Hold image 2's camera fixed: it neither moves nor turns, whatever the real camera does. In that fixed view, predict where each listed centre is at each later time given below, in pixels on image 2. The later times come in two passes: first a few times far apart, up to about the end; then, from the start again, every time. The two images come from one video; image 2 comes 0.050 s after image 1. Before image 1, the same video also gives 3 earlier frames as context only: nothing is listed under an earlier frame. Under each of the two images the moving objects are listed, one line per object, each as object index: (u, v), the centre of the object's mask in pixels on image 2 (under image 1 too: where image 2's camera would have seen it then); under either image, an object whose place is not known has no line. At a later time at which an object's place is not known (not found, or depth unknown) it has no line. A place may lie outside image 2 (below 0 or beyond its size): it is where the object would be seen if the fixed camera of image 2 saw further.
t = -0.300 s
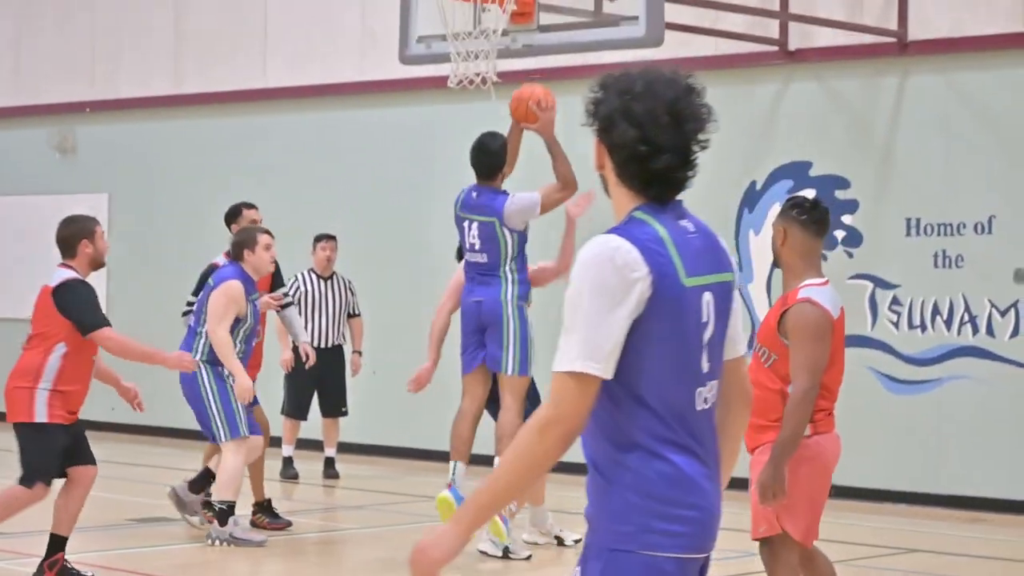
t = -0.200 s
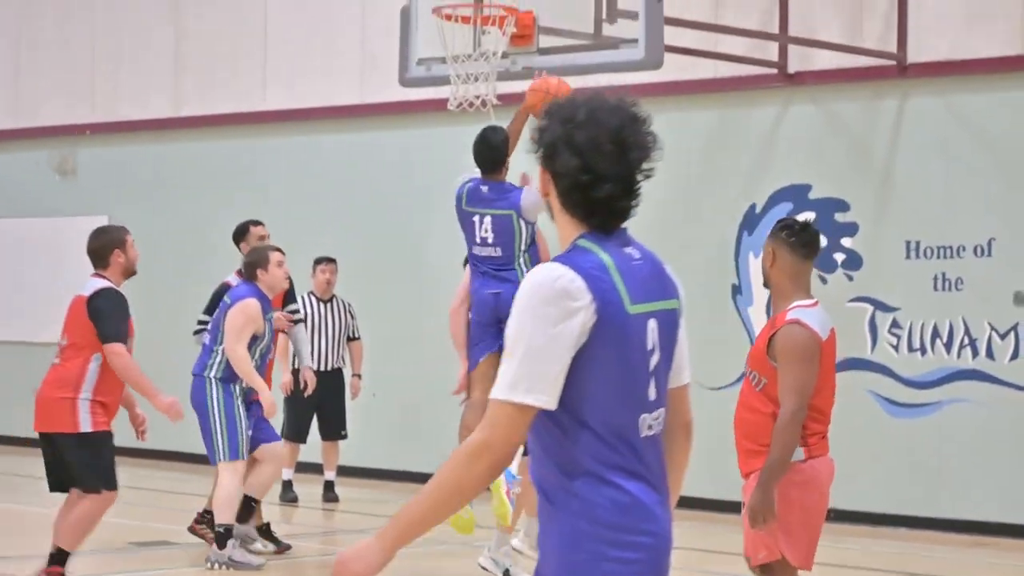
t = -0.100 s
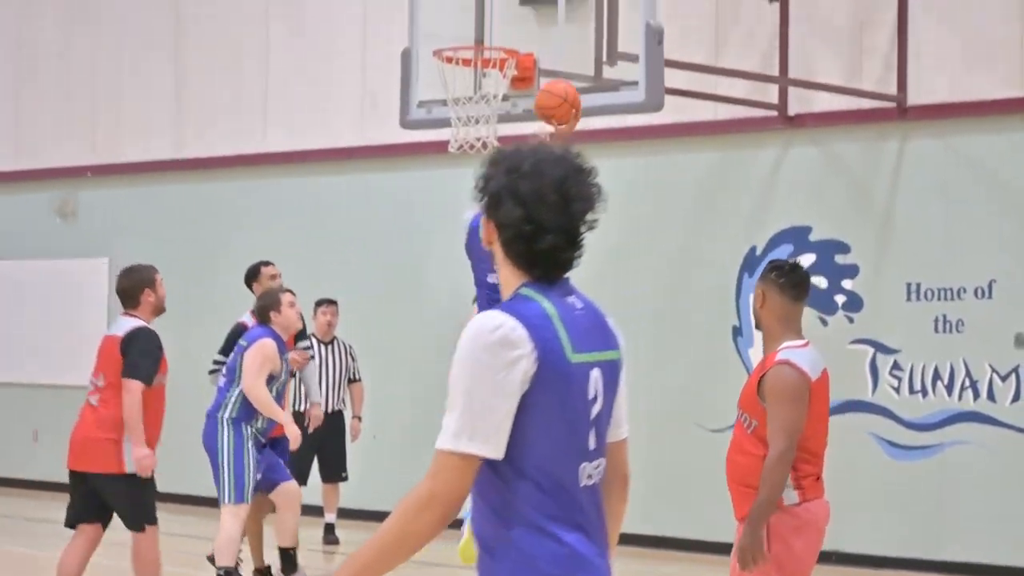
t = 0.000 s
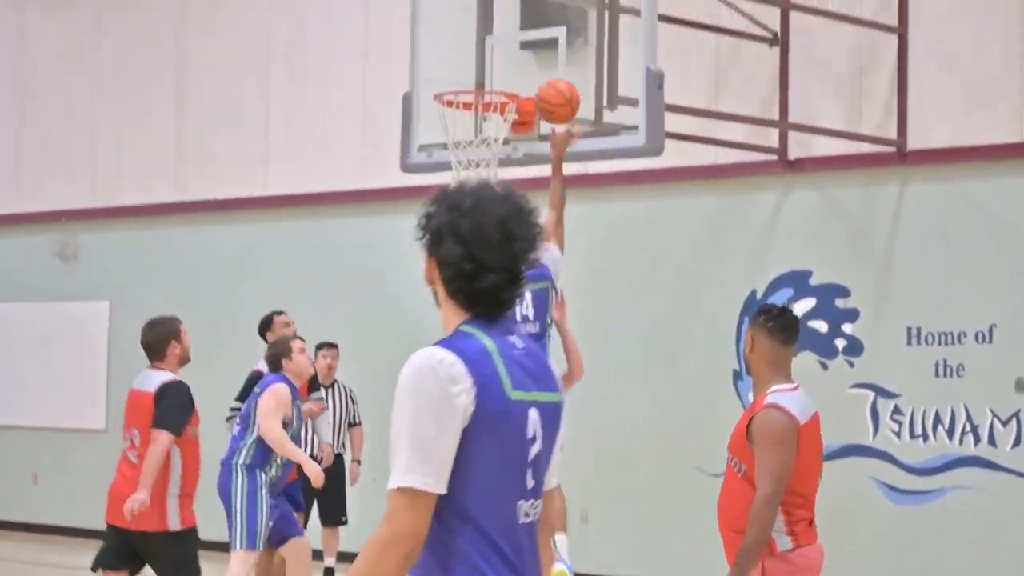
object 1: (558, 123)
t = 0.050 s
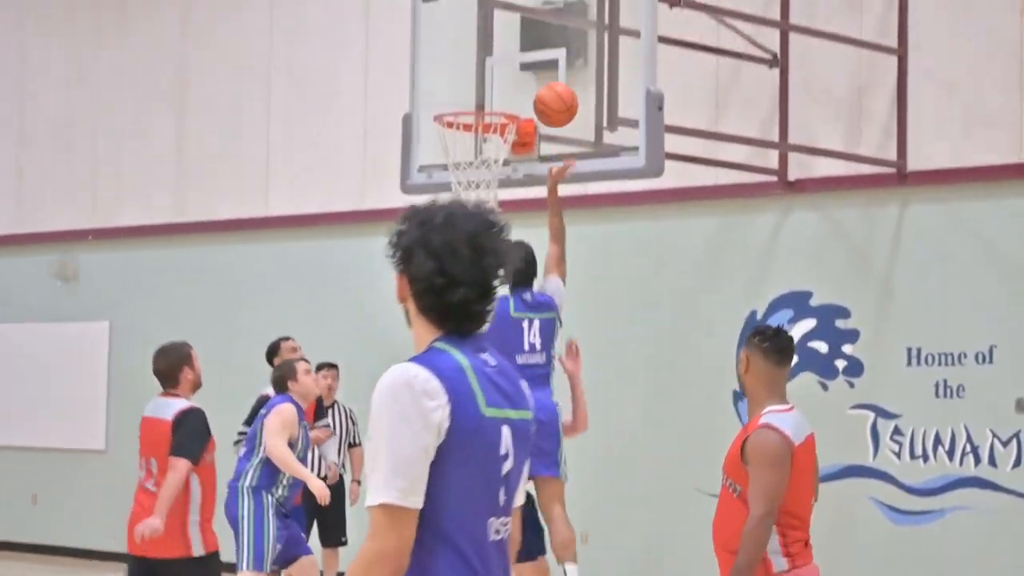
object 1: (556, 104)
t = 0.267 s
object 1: (547, 82)
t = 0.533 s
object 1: (480, 96)
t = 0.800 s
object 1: (465, 178)
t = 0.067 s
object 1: (555, 100)
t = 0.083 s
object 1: (554, 95)
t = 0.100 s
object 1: (554, 92)
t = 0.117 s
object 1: (553, 89)
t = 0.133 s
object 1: (552, 86)
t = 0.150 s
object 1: (551, 84)
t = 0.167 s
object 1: (551, 82)
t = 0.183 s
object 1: (550, 81)
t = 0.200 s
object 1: (550, 80)
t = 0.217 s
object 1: (549, 80)
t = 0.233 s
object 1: (548, 80)
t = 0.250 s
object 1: (547, 81)
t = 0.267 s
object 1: (547, 82)
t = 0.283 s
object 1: (543, 82)
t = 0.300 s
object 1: (538, 83)
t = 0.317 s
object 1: (533, 84)
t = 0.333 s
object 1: (529, 85)
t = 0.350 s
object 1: (524, 88)
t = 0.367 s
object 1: (519, 90)
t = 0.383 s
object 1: (514, 93)
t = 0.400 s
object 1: (510, 94)
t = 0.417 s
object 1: (507, 93)
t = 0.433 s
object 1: (503, 93)
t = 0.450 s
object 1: (499, 92)
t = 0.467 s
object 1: (495, 93)
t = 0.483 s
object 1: (491, 93)
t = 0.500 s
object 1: (487, 94)
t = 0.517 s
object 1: (484, 95)
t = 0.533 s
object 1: (480, 96)
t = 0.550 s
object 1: (476, 98)
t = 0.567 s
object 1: (472, 99)
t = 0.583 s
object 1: (468, 101)
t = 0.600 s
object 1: (464, 104)
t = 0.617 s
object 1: (460, 121)
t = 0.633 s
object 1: (457, 131)
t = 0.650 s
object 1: (458, 133)
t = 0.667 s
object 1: (458, 136)
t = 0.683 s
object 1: (459, 138)
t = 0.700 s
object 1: (460, 143)
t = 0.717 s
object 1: (461, 149)
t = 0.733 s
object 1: (462, 154)
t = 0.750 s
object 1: (462, 160)
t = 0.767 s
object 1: (463, 167)
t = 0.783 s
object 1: (464, 172)
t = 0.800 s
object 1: (465, 178)
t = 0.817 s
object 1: (465, 187)
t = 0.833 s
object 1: (466, 195)
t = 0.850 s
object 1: (467, 203)
